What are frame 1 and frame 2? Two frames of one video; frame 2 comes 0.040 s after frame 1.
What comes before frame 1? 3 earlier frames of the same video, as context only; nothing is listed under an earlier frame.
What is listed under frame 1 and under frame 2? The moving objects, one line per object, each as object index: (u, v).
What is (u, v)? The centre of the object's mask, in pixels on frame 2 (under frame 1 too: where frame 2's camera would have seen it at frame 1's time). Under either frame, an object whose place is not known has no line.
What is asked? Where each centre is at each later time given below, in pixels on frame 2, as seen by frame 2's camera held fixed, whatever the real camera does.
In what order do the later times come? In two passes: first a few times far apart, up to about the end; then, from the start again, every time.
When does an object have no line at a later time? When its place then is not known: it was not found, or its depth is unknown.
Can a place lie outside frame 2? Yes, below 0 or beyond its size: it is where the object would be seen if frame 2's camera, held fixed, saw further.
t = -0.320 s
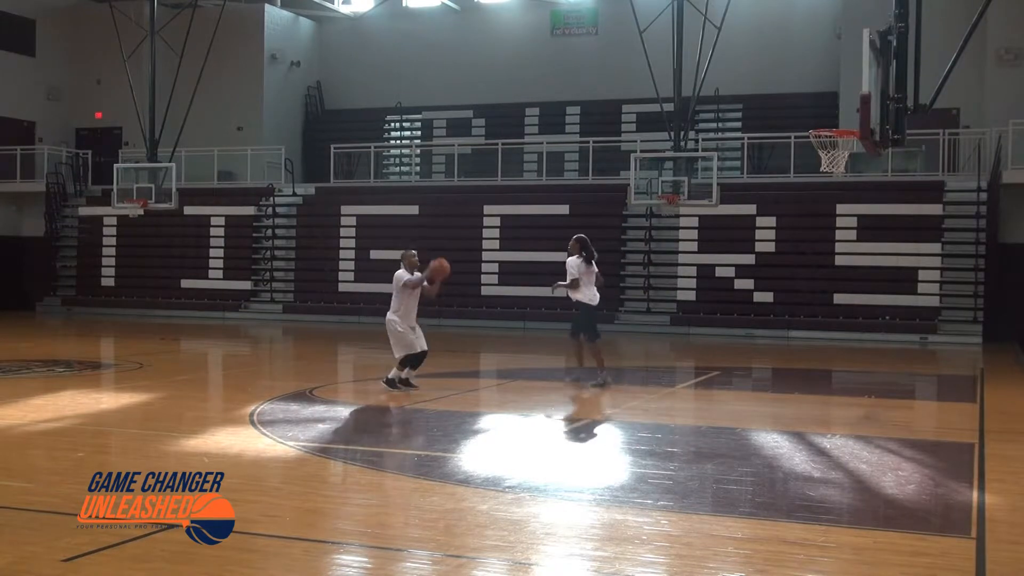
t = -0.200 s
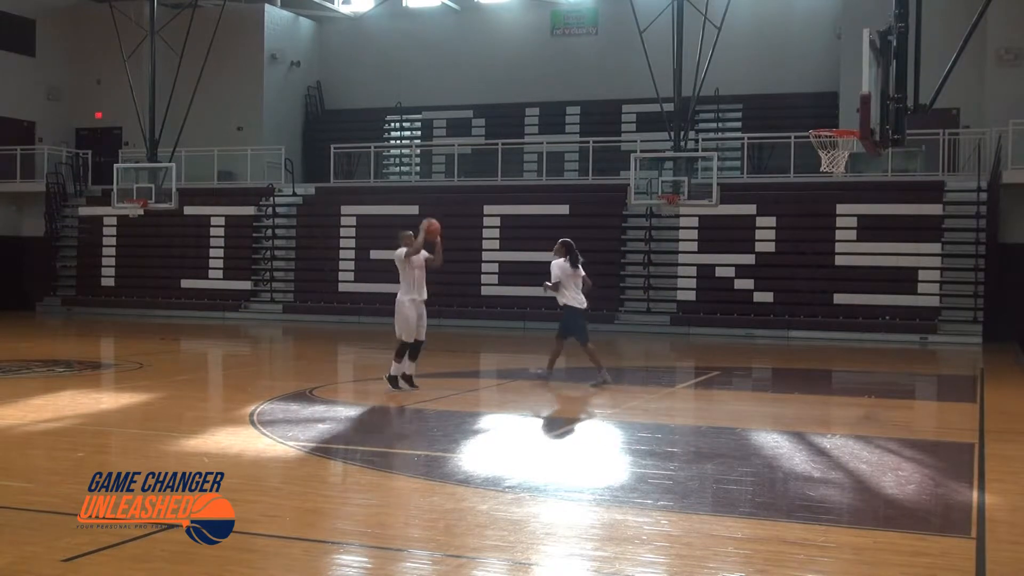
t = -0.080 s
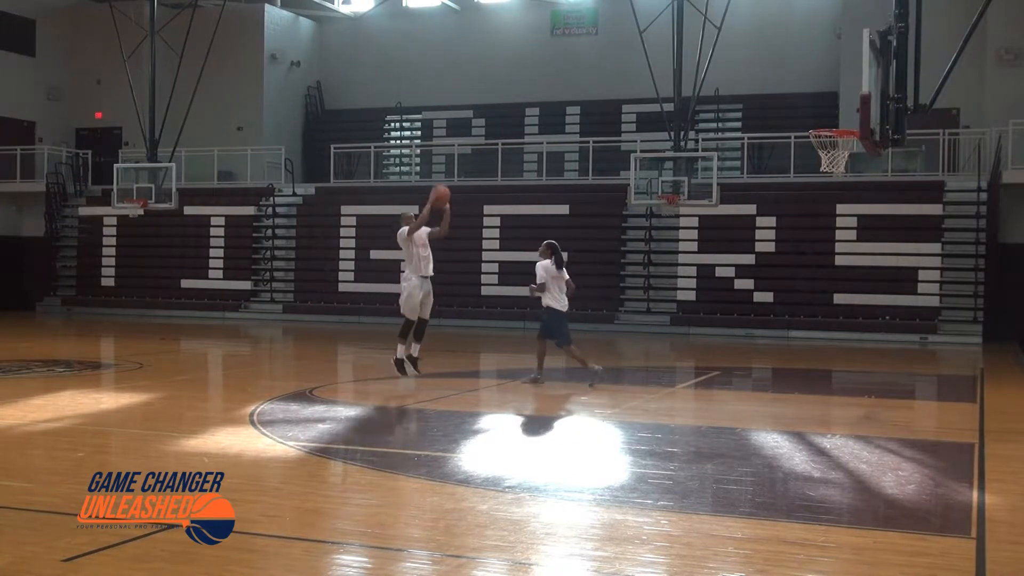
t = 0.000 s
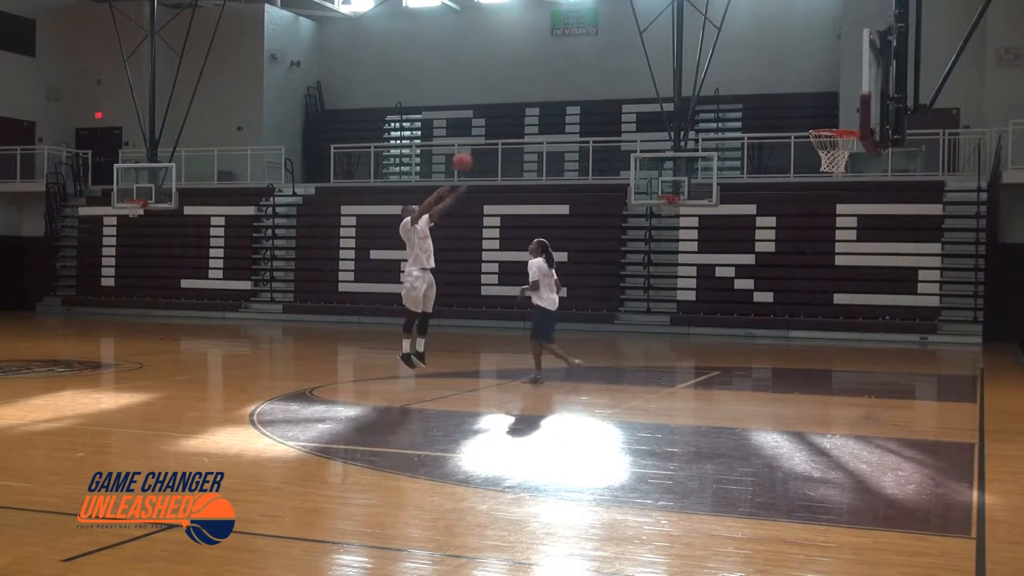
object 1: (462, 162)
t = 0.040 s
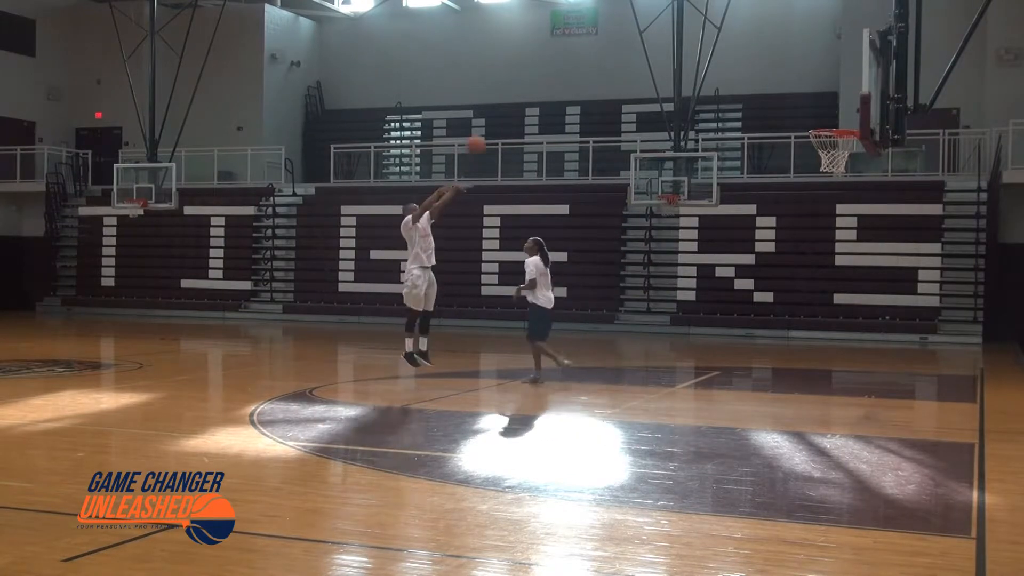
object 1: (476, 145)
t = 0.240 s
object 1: (543, 80)
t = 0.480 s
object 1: (627, 43)
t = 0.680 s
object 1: (700, 46)
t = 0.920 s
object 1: (790, 97)
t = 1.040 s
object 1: (829, 120)
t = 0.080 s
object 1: (489, 129)
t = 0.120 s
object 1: (502, 116)
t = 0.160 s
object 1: (516, 103)
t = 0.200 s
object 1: (530, 91)
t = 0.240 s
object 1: (543, 80)
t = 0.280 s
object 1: (557, 70)
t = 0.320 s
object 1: (571, 62)
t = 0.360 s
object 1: (586, 55)
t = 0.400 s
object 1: (599, 49)
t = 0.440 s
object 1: (613, 44)
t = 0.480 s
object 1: (627, 43)
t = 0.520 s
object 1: (641, 40)
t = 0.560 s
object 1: (657, 39)
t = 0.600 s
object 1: (672, 40)
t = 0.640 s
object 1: (685, 42)
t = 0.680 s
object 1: (700, 46)
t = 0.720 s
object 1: (715, 51)
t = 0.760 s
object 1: (730, 57)
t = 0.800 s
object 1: (744, 65)
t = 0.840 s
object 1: (760, 74)
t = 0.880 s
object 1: (775, 85)
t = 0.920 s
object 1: (790, 97)
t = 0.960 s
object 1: (805, 111)
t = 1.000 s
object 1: (818, 121)
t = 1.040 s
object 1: (829, 120)
